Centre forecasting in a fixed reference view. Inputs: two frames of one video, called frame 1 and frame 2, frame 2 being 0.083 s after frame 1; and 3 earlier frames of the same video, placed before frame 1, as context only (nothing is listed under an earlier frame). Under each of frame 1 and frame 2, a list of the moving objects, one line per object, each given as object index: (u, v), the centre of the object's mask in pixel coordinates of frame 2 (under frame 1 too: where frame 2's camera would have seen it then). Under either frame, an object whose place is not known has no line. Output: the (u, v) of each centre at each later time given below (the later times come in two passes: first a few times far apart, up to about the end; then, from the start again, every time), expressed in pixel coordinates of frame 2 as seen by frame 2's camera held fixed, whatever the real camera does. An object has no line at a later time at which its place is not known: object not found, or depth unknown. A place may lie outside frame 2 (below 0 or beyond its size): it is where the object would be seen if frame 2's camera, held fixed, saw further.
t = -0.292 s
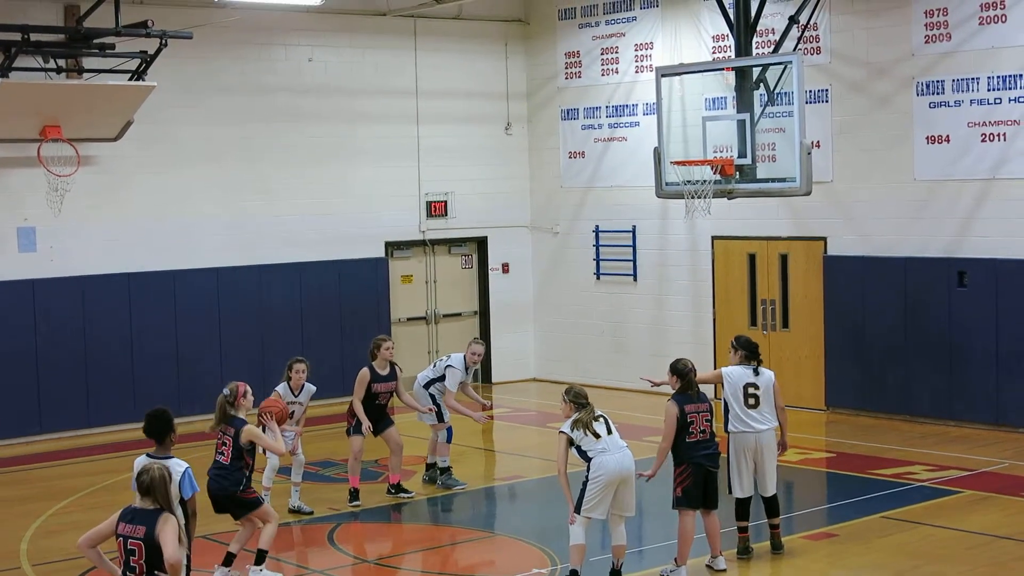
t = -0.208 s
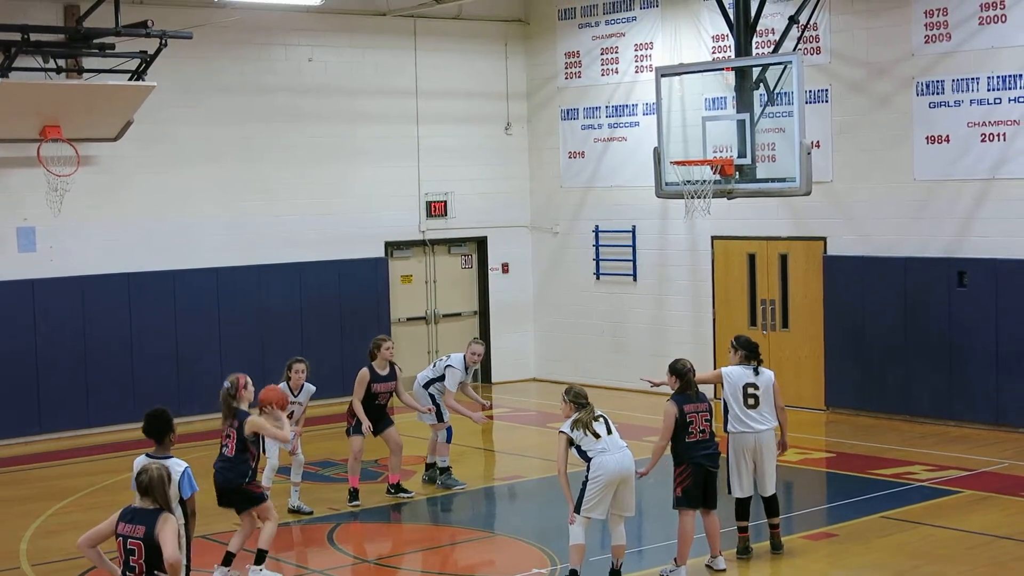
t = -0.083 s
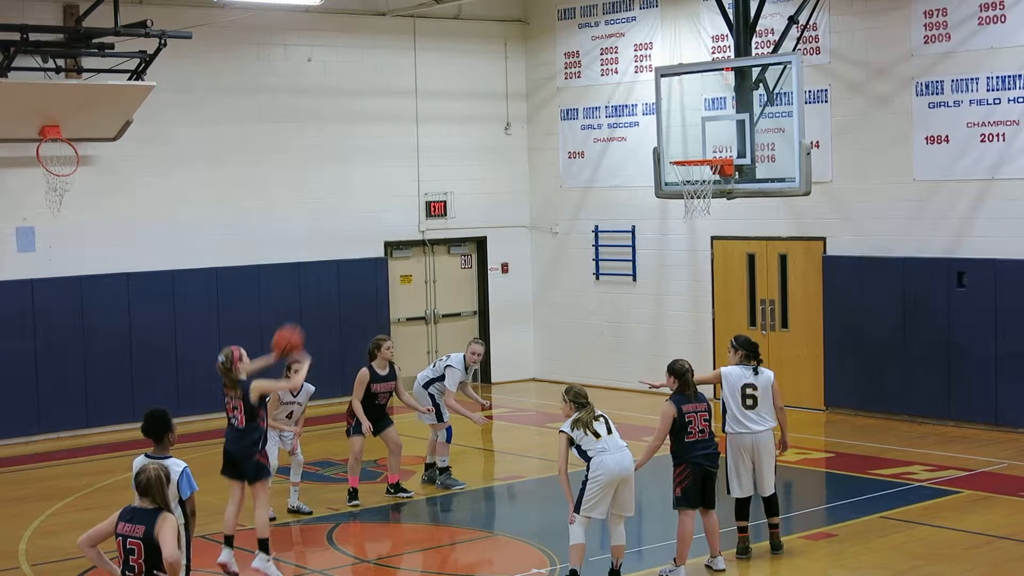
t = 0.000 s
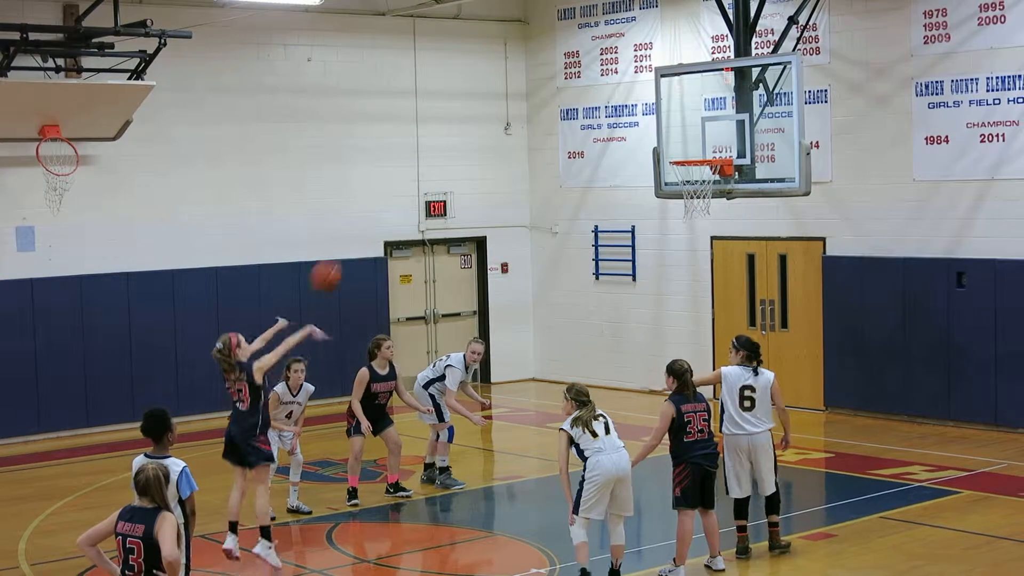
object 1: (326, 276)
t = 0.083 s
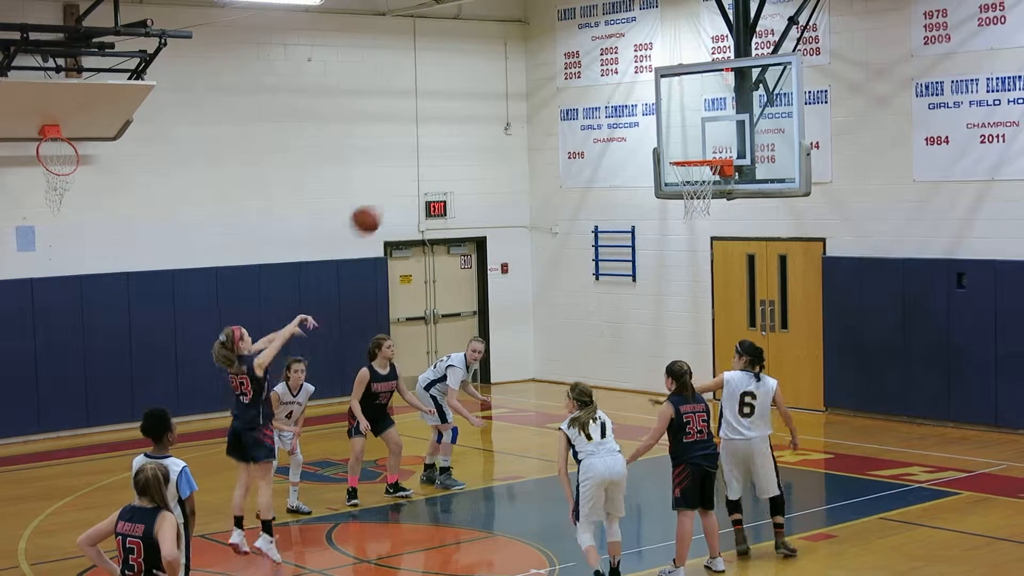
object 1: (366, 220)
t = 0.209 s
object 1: (423, 153)
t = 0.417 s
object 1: (513, 89)
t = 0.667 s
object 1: (613, 82)
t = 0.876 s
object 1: (691, 127)
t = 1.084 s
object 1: (678, 126)
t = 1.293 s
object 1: (628, 128)
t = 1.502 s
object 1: (581, 172)
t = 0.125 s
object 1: (385, 195)
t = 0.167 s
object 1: (404, 173)
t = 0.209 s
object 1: (423, 153)
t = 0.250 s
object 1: (442, 136)
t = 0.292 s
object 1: (459, 120)
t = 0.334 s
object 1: (477, 107)
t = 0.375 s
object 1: (496, 97)
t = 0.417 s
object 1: (513, 89)
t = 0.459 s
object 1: (530, 82)
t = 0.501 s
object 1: (546, 78)
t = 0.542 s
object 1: (563, 76)
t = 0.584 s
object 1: (581, 76)
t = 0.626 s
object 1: (597, 78)
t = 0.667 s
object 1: (613, 82)
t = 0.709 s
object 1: (629, 88)
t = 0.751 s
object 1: (644, 94)
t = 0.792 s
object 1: (661, 103)
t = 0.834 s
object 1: (676, 114)
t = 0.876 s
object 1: (691, 127)
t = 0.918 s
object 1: (706, 141)
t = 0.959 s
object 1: (711, 148)
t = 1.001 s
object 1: (700, 139)
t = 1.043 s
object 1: (689, 131)
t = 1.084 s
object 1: (678, 126)
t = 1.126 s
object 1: (668, 123)
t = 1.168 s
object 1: (658, 122)
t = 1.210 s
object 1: (648, 122)
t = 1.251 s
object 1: (637, 124)
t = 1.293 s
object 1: (628, 128)
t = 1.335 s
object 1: (617, 133)
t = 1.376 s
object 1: (608, 141)
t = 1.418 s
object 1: (598, 150)
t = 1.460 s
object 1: (590, 160)
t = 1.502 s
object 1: (581, 172)
